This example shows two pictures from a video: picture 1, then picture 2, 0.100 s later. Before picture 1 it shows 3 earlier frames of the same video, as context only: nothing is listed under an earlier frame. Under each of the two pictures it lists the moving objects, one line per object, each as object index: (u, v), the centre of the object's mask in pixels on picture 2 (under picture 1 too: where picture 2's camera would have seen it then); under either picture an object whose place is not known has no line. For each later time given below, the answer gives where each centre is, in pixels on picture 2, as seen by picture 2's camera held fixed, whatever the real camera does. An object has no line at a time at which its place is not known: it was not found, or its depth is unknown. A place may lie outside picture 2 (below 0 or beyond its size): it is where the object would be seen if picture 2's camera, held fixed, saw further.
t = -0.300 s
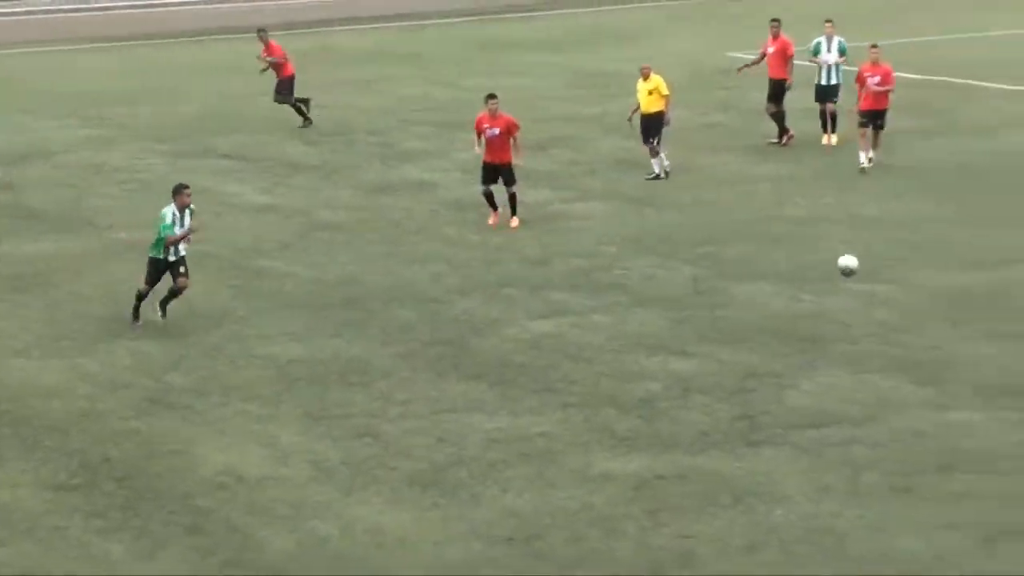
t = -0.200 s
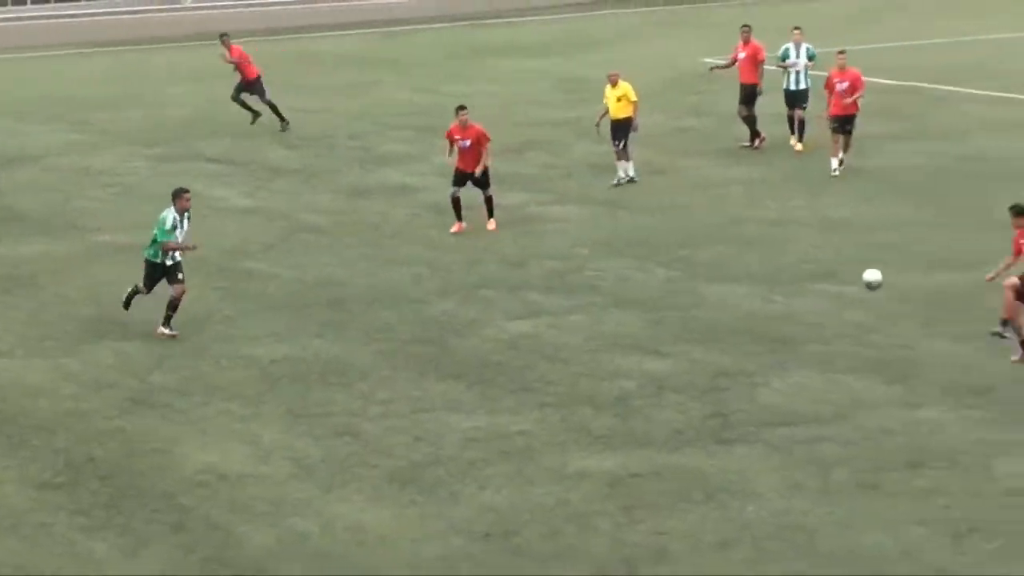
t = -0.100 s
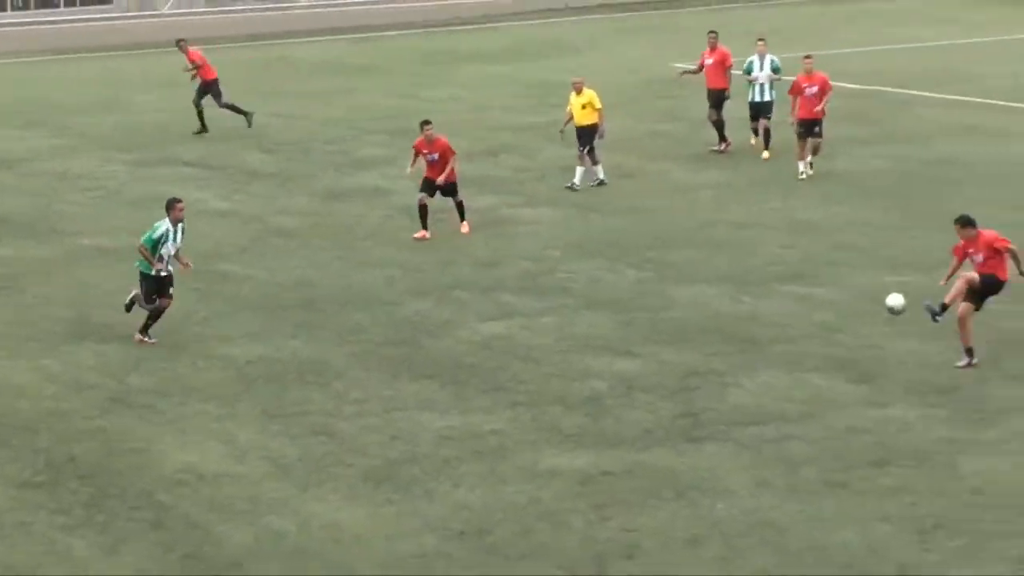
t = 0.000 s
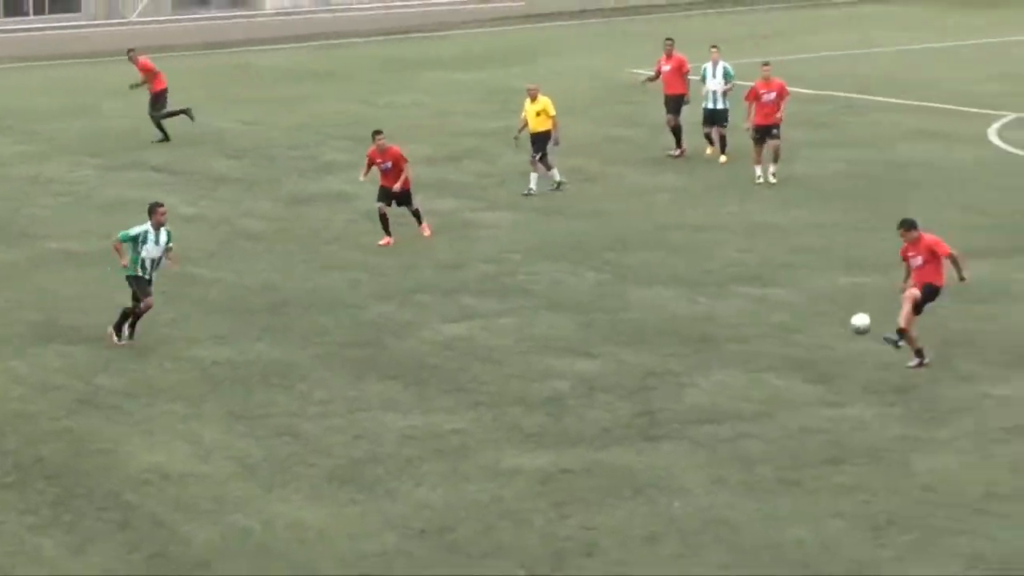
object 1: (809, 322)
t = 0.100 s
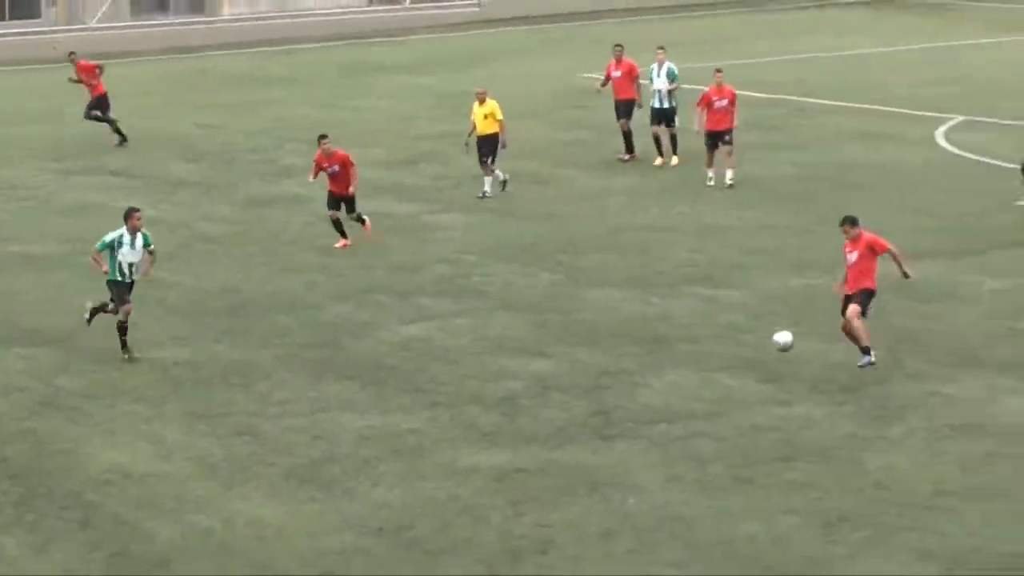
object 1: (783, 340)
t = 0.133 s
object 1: (774, 348)
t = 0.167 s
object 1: (765, 358)
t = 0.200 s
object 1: (755, 368)
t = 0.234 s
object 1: (747, 380)
